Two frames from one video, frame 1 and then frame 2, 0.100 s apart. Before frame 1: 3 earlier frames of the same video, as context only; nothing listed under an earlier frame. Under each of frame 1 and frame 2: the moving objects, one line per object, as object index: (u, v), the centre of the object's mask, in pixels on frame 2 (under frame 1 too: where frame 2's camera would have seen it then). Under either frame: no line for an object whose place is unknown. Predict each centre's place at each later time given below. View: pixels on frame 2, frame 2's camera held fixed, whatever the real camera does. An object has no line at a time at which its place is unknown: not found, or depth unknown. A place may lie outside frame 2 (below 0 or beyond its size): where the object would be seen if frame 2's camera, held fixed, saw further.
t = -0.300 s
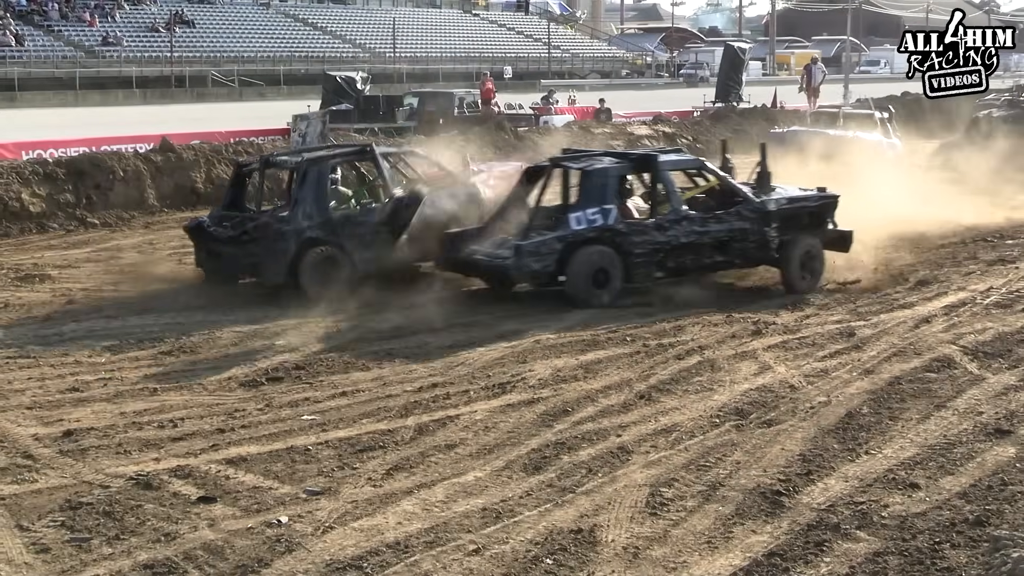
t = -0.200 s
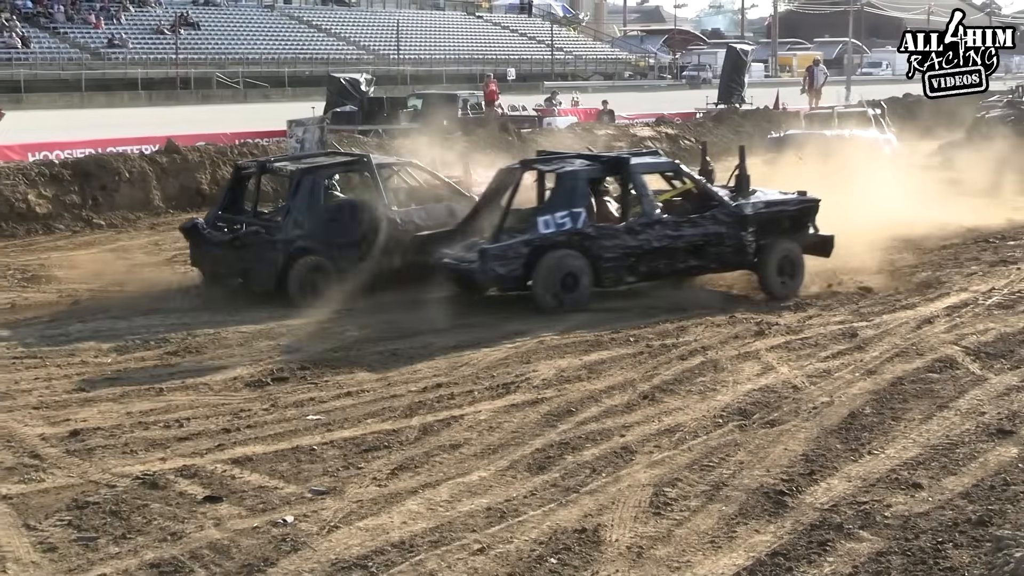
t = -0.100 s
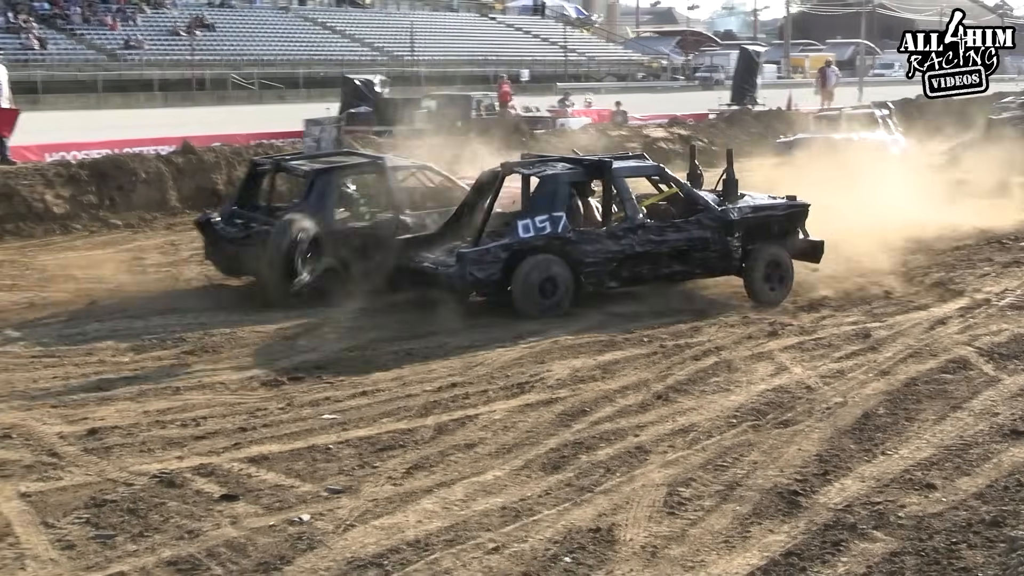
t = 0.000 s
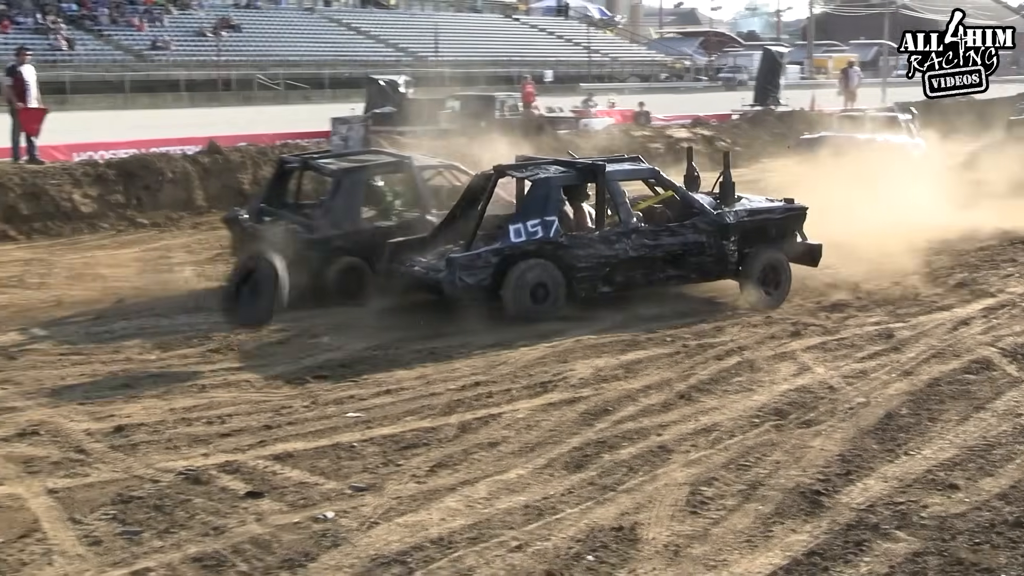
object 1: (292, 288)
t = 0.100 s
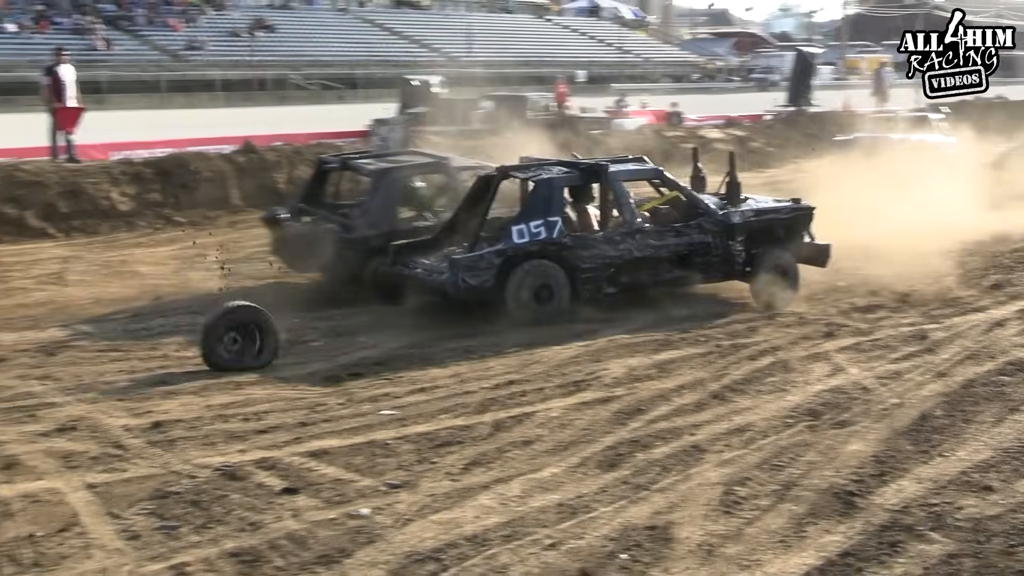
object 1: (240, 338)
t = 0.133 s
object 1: (224, 331)
